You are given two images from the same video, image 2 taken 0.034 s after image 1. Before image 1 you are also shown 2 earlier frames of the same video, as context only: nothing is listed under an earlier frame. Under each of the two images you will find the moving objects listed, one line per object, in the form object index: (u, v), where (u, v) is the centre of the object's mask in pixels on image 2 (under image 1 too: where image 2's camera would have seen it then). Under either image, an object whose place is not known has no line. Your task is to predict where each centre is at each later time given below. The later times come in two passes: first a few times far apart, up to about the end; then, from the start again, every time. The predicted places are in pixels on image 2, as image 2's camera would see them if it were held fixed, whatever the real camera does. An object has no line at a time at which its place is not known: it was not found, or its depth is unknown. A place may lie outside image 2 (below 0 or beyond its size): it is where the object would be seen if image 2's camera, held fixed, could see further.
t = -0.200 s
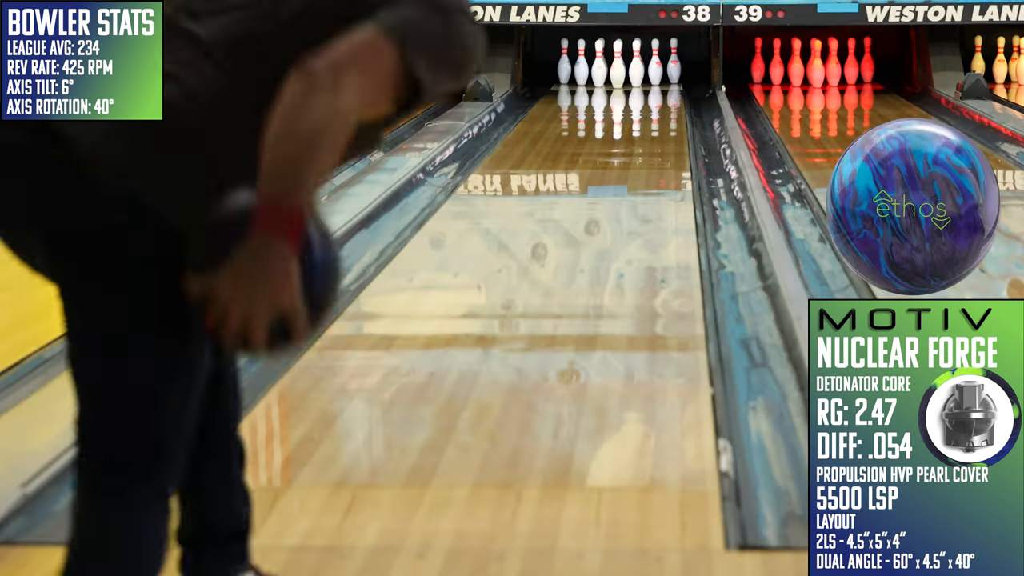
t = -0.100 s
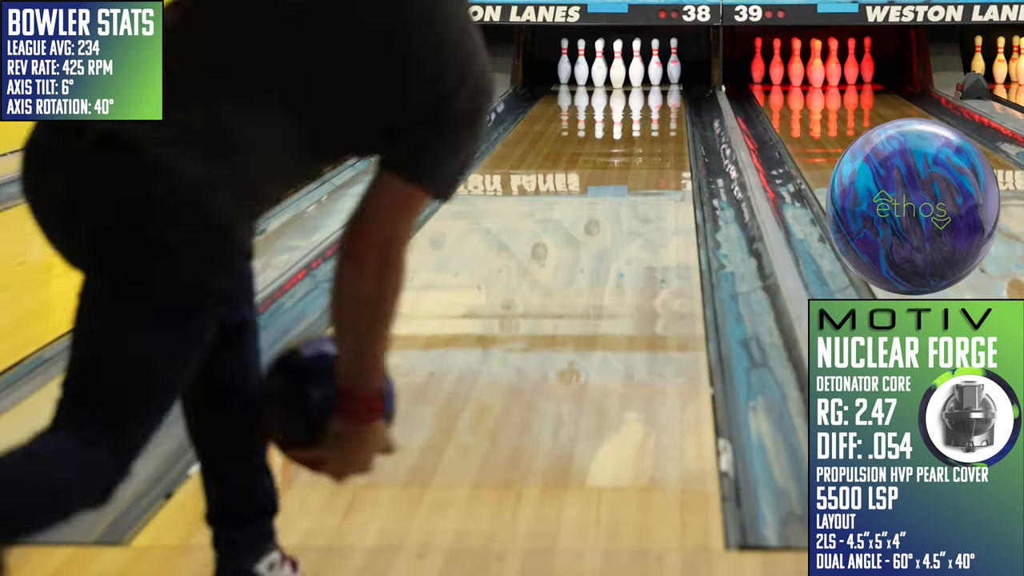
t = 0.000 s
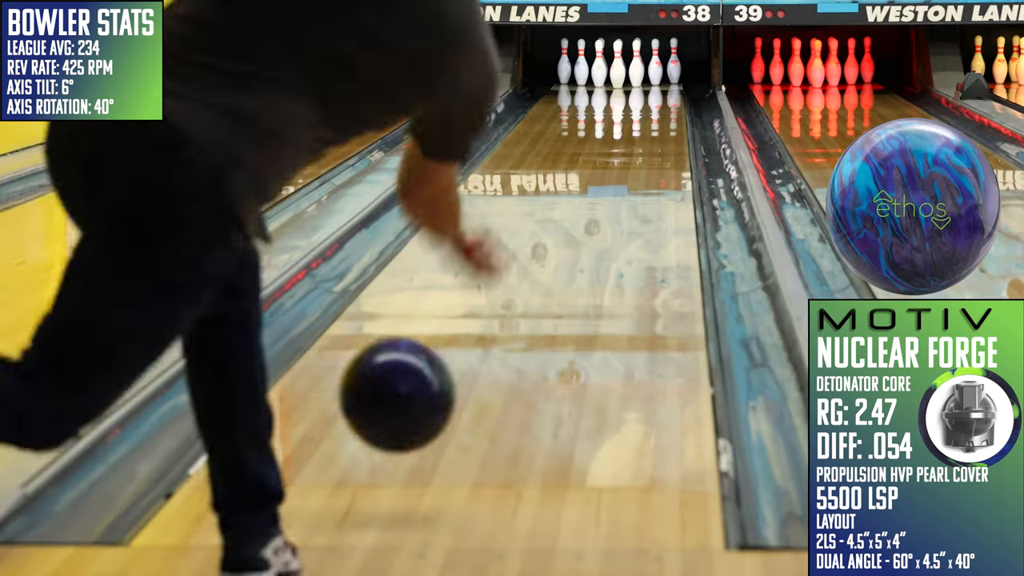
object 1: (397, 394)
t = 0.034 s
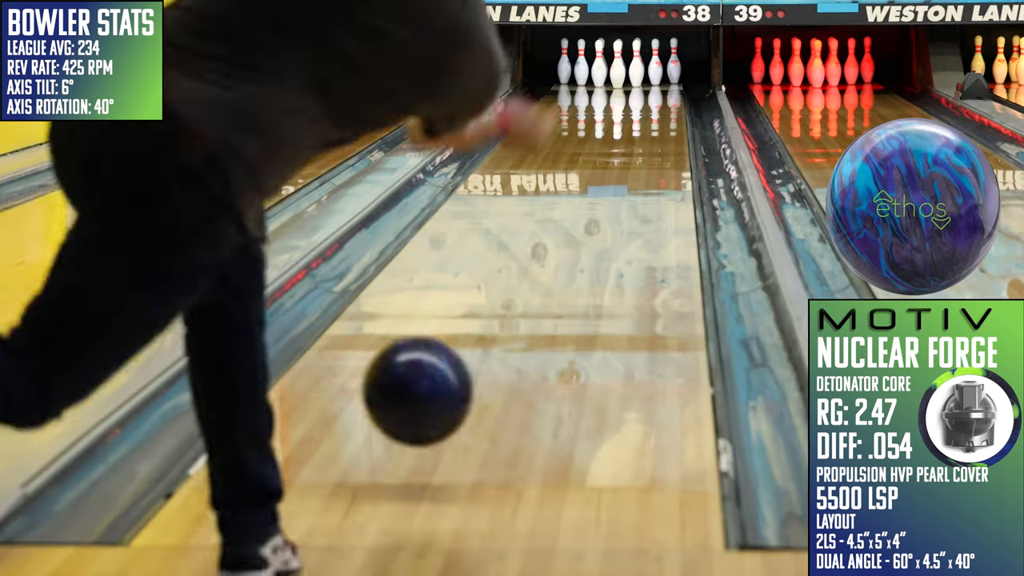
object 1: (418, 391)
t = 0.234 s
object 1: (507, 335)
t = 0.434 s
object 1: (563, 269)
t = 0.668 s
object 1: (605, 217)
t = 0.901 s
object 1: (634, 179)
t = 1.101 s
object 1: (650, 155)
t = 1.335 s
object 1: (662, 133)
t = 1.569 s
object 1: (666, 116)
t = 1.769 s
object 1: (665, 104)
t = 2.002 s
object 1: (655, 92)
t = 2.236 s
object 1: (636, 83)
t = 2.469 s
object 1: (614, 75)
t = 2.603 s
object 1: (606, 73)
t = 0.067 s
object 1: (436, 393)
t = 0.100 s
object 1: (454, 399)
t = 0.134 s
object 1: (469, 377)
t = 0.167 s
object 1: (483, 360)
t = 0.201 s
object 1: (495, 349)
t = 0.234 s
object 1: (507, 335)
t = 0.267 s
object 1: (518, 322)
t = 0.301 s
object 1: (529, 310)
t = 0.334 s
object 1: (538, 299)
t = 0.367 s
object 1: (547, 289)
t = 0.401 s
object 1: (555, 279)
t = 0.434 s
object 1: (563, 269)
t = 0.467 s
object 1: (570, 261)
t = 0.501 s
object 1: (577, 252)
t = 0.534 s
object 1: (583, 244)
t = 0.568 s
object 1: (589, 238)
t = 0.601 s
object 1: (612, 225)
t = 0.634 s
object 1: (600, 223)
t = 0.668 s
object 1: (605, 217)
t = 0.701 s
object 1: (610, 211)
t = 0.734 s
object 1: (615, 205)
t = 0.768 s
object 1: (619, 200)
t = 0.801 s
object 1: (623, 194)
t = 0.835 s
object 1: (627, 189)
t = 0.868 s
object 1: (631, 184)
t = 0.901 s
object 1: (634, 179)
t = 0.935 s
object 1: (637, 175)
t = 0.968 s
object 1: (640, 171)
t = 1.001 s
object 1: (643, 166)
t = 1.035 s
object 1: (645, 162)
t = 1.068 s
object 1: (648, 159)
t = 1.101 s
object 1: (650, 155)
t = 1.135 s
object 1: (653, 151)
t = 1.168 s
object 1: (655, 148)
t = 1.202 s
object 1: (656, 145)
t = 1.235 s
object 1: (658, 142)
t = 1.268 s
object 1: (659, 139)
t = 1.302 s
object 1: (661, 136)
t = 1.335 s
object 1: (662, 133)
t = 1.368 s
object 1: (663, 130)
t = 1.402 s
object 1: (664, 128)
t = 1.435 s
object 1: (665, 125)
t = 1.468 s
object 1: (665, 122)
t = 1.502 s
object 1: (666, 120)
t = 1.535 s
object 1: (666, 118)
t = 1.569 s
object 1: (666, 116)
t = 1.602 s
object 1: (667, 114)
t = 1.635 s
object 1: (667, 111)
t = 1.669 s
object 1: (666, 109)
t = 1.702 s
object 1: (666, 107)
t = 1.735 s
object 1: (665, 105)
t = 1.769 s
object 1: (665, 104)
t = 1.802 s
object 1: (664, 102)
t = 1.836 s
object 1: (663, 100)
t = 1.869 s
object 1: (662, 99)
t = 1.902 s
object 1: (661, 97)
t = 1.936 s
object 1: (659, 95)
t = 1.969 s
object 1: (657, 94)
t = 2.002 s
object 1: (655, 92)
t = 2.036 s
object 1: (652, 91)
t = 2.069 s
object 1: (650, 89)
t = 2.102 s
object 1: (648, 88)
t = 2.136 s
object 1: (645, 87)
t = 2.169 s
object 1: (642, 85)
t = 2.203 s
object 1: (640, 84)
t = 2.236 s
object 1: (636, 83)
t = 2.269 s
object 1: (633, 82)
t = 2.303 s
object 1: (630, 80)
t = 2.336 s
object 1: (627, 79)
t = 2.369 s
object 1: (623, 78)
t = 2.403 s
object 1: (621, 77)
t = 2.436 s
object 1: (617, 76)
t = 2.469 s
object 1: (614, 75)
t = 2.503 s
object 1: (611, 75)
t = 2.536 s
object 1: (608, 74)
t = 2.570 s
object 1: (607, 74)
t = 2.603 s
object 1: (606, 73)
